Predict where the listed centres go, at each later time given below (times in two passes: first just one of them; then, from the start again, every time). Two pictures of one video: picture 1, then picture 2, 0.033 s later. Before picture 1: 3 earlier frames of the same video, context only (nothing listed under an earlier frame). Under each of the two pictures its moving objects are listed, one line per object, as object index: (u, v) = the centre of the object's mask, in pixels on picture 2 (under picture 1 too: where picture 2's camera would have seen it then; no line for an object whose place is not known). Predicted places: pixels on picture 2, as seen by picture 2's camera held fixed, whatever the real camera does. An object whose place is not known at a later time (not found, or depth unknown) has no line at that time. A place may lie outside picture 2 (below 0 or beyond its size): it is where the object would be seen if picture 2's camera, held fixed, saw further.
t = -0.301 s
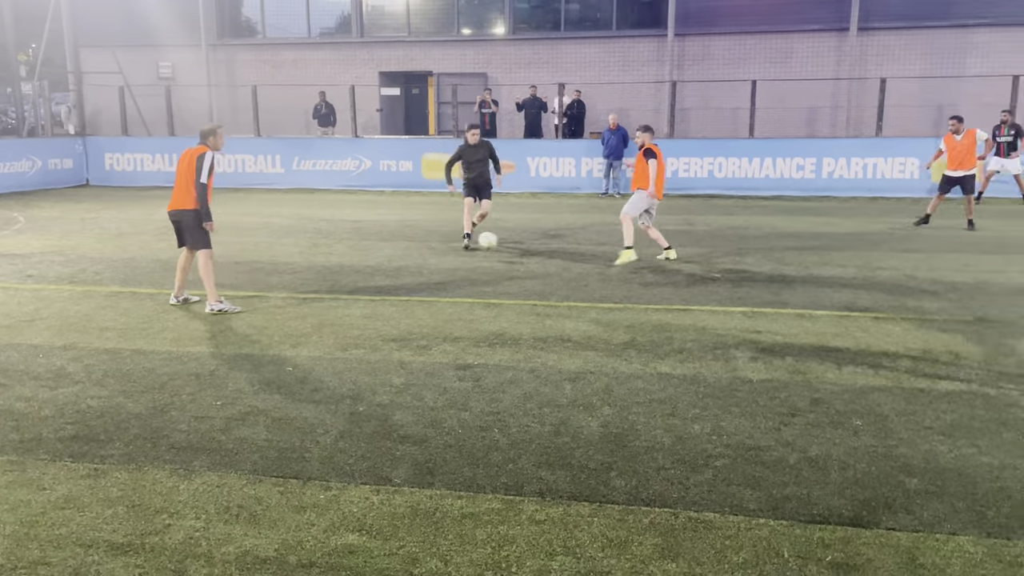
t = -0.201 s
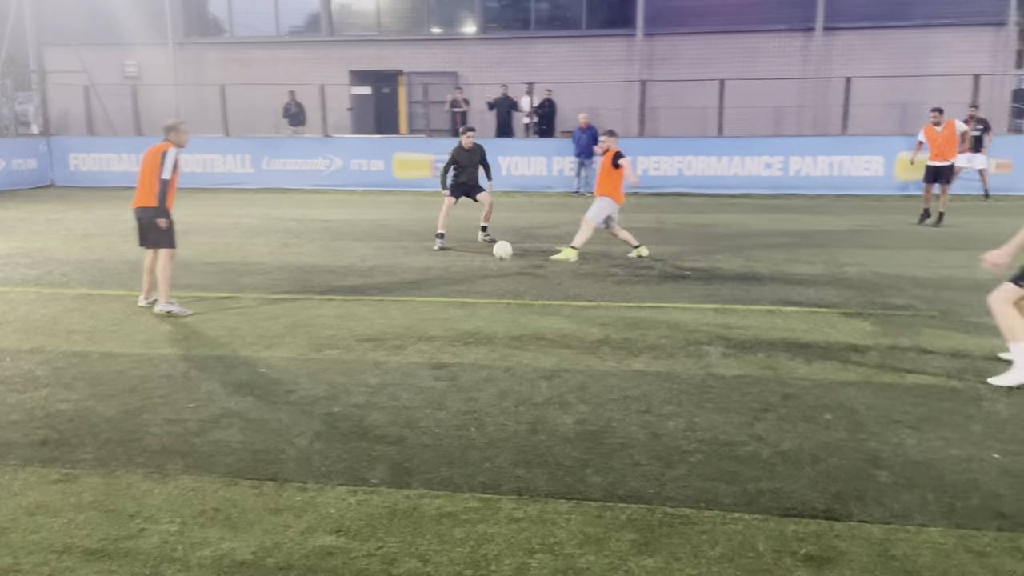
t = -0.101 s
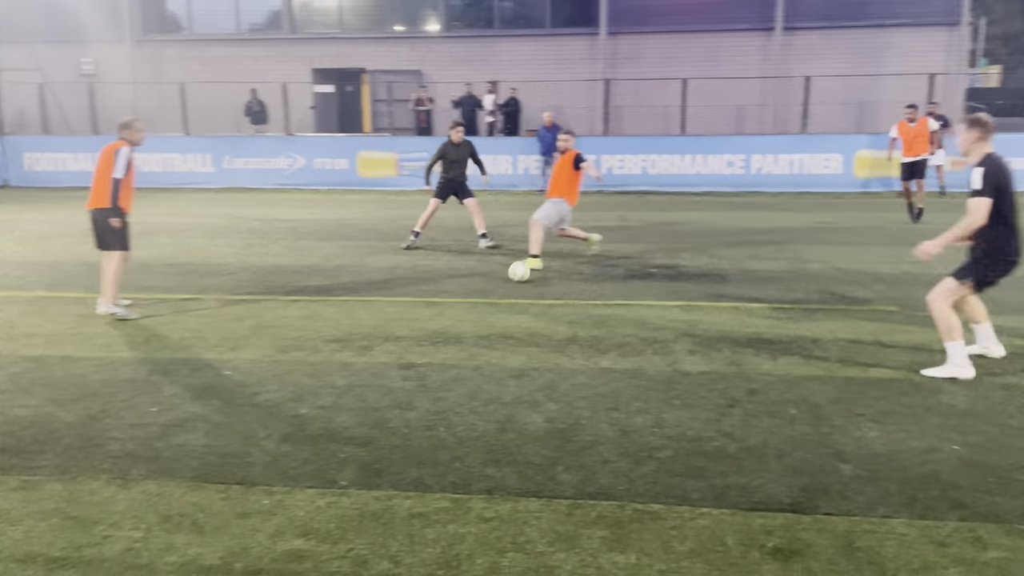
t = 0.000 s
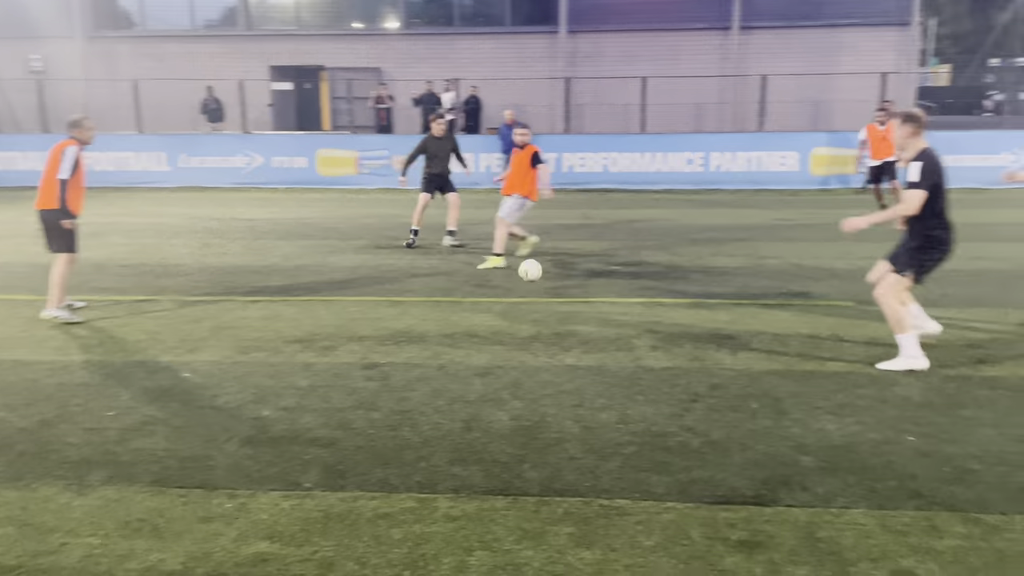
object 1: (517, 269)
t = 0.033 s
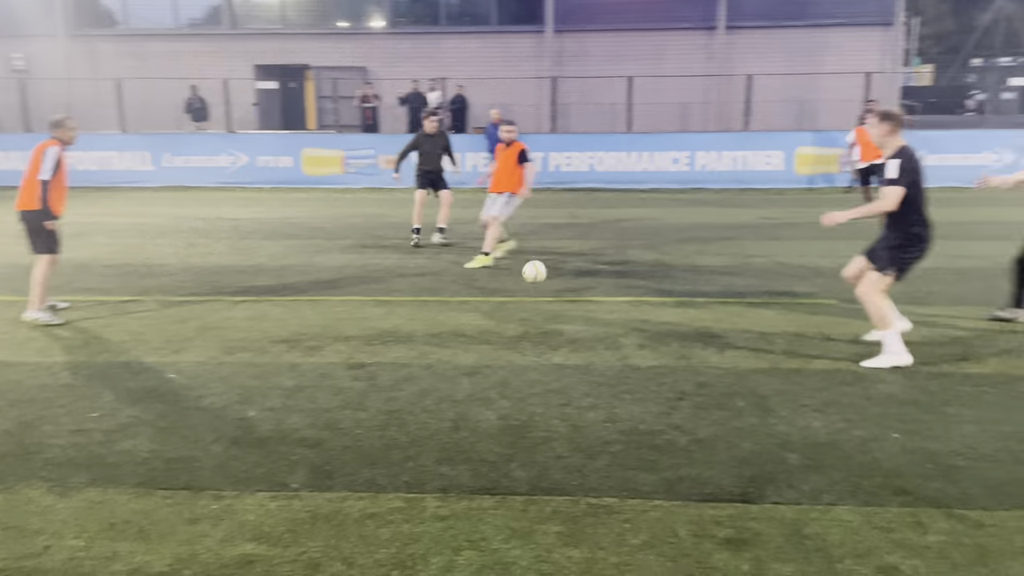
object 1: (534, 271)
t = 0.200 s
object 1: (636, 303)
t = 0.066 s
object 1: (553, 276)
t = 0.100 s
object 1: (573, 282)
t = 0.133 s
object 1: (593, 288)
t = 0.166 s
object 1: (615, 298)
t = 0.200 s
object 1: (636, 303)
